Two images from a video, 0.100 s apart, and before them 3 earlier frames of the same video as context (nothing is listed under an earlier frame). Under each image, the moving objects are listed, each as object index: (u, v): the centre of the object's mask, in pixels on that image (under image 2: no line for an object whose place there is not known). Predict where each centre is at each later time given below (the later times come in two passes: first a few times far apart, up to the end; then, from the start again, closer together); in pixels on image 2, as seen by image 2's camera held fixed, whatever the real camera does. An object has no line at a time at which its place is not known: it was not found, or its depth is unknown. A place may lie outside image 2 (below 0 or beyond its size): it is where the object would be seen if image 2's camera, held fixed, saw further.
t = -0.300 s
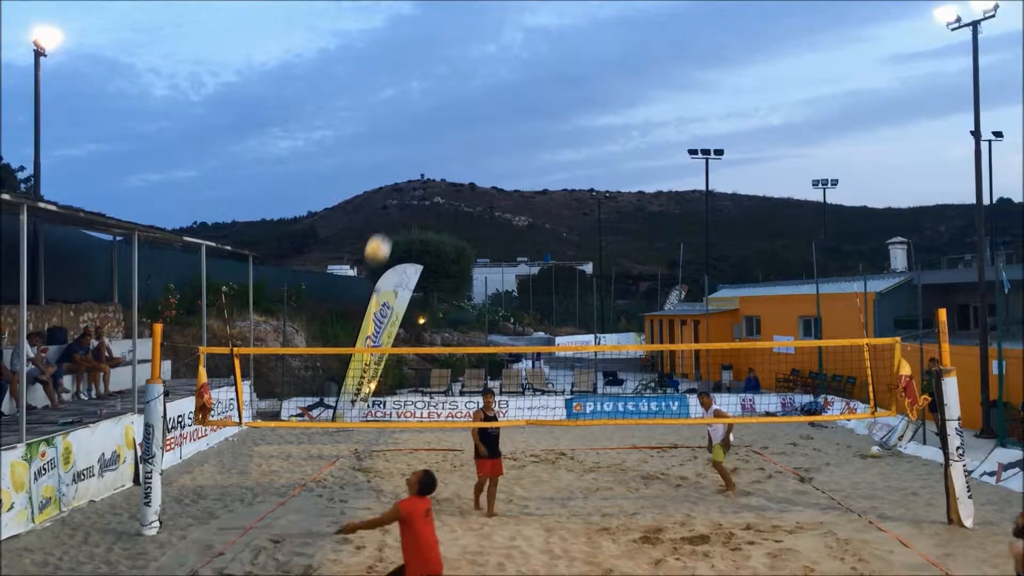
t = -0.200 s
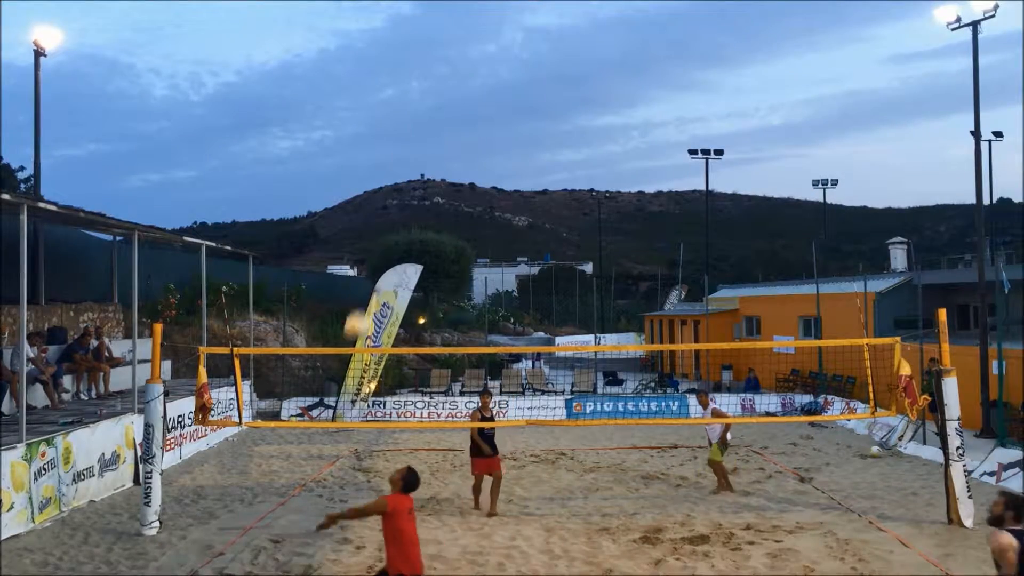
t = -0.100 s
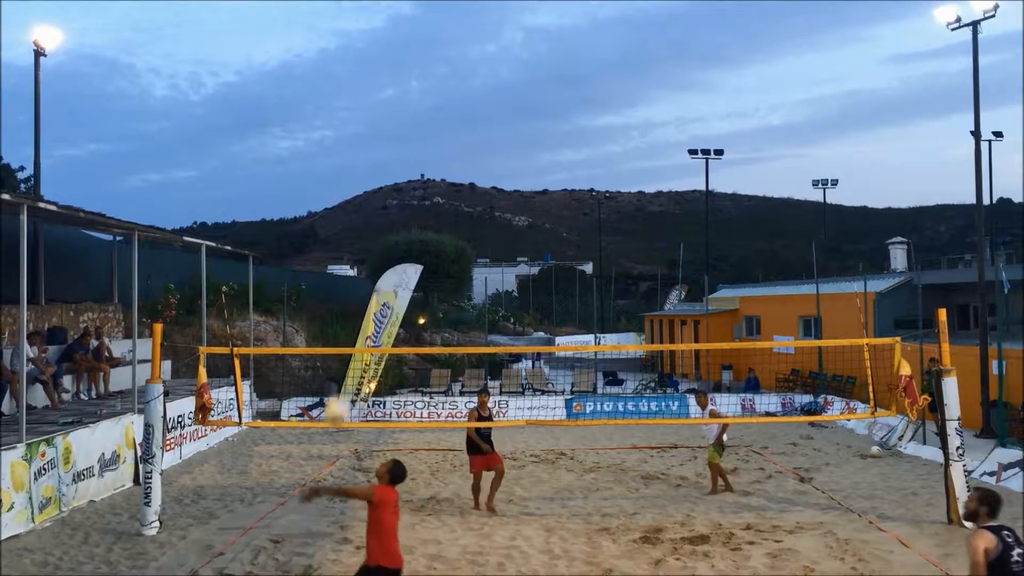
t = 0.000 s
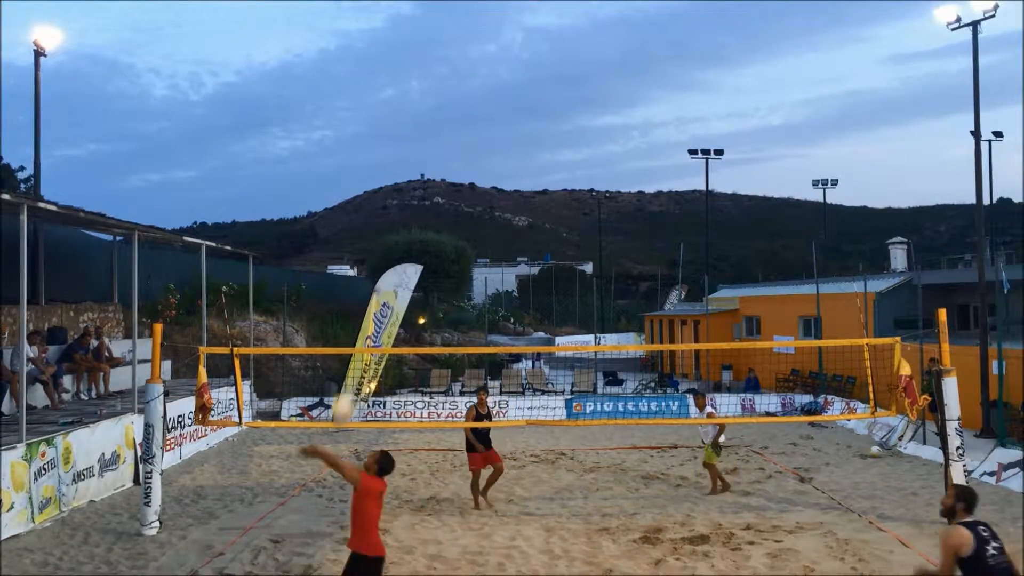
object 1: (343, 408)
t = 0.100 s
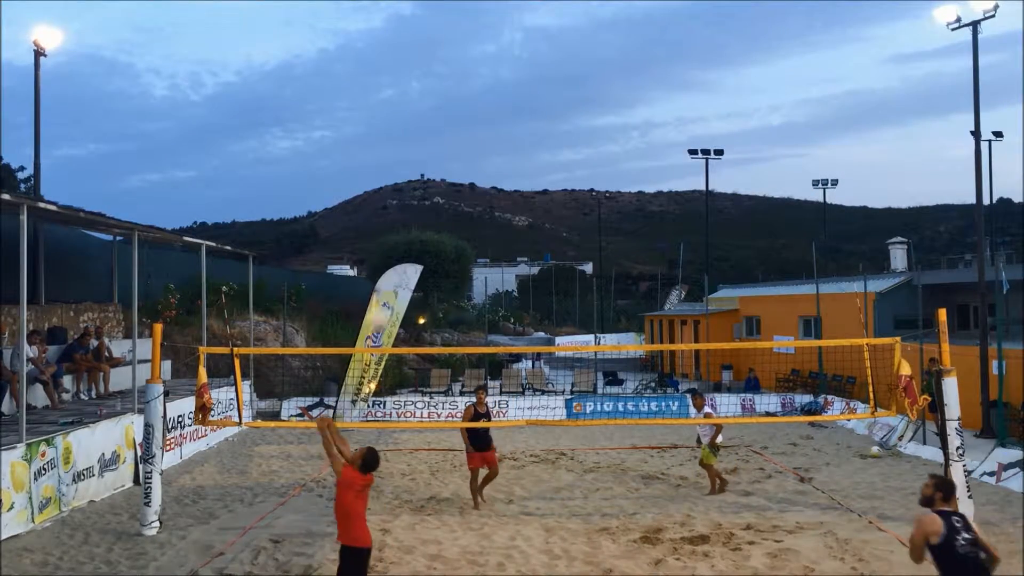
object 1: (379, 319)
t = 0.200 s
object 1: (411, 246)
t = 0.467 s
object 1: (490, 125)
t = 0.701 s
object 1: (551, 87)
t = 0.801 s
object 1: (576, 87)
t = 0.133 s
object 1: (388, 293)
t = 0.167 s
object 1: (400, 267)
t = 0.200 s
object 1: (411, 246)
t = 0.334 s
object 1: (451, 173)
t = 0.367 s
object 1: (461, 159)
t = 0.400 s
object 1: (472, 147)
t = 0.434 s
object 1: (481, 136)
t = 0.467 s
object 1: (490, 125)
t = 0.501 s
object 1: (499, 116)
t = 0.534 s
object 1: (508, 108)
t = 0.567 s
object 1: (517, 102)
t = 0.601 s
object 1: (526, 97)
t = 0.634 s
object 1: (534, 92)
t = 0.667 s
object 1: (542, 89)
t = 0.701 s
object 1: (551, 87)
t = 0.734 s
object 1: (560, 86)
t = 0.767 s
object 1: (568, 86)
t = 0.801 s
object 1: (576, 87)
